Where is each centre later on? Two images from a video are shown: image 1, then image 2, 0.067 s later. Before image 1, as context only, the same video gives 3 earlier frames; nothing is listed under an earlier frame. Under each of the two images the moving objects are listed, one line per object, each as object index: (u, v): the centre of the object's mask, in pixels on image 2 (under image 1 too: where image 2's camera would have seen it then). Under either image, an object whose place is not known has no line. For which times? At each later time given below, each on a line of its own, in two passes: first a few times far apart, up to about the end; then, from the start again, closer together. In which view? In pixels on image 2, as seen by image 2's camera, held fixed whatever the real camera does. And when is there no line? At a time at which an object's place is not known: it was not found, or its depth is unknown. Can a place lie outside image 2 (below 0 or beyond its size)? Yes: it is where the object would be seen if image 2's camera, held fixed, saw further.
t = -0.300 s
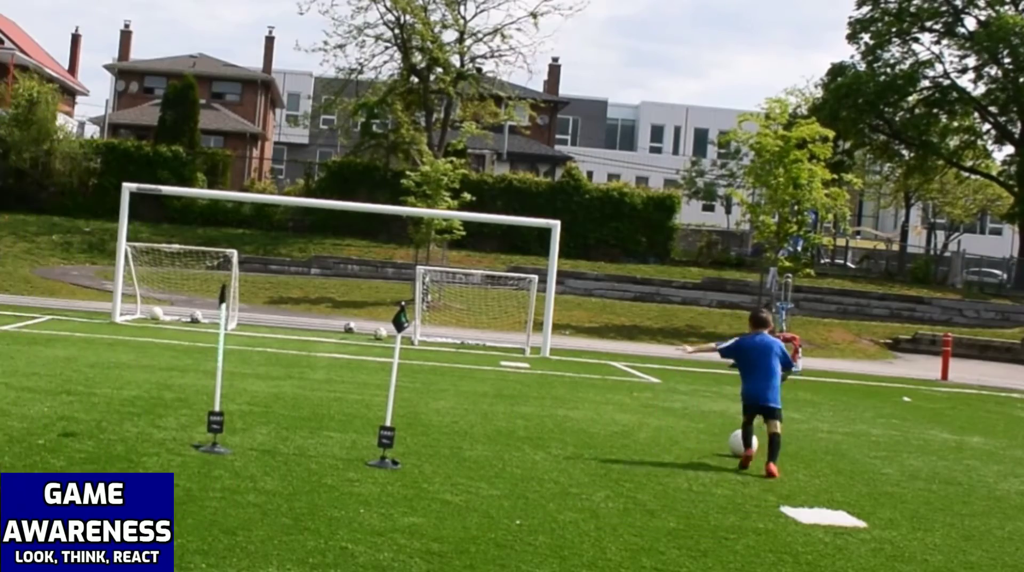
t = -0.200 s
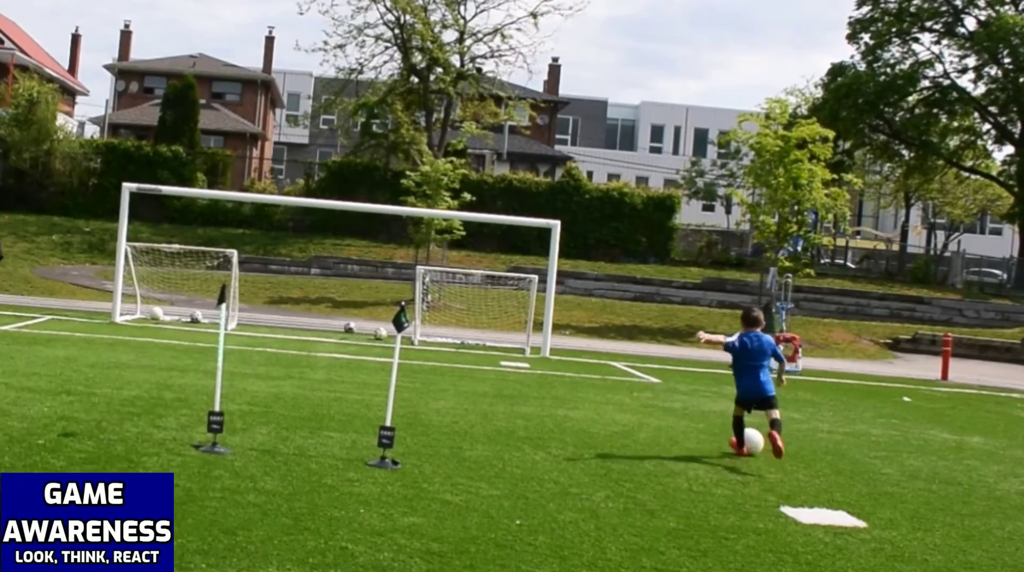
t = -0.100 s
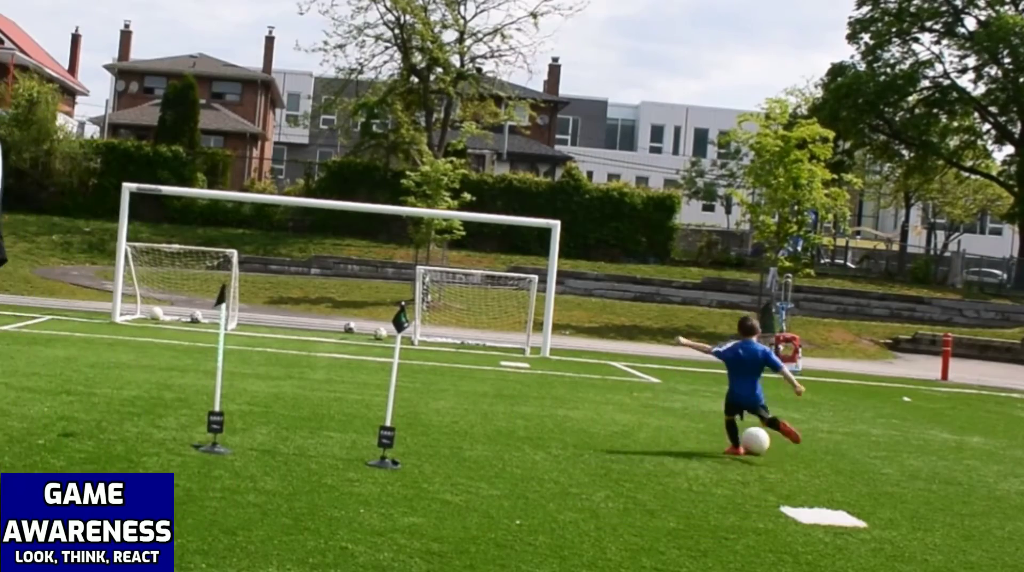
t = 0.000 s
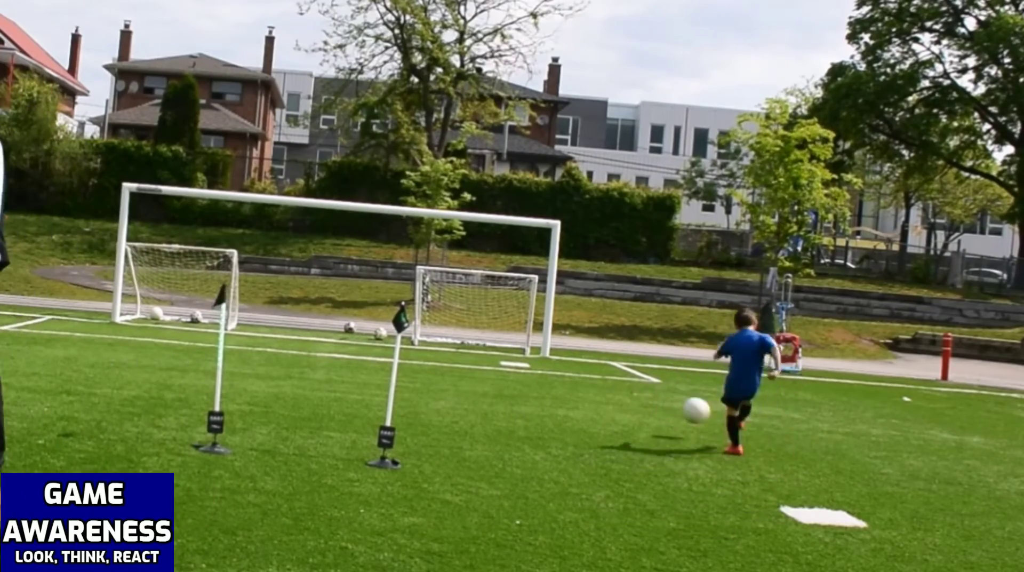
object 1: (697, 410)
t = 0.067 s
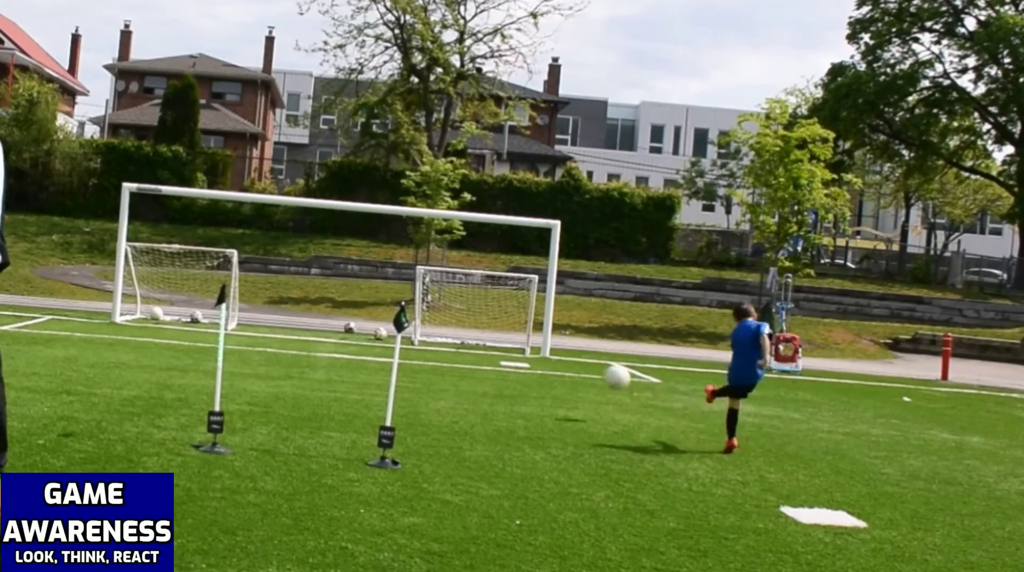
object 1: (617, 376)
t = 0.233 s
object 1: (457, 329)
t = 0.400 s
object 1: (333, 318)
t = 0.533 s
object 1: (254, 327)
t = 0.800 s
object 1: (148, 302)
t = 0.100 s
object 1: (582, 363)
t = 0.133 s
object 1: (548, 351)
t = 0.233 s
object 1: (457, 329)
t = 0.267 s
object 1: (429, 325)
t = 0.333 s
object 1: (379, 319)
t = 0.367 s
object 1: (356, 318)
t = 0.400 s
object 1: (333, 318)
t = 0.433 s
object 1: (312, 319)
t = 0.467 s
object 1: (292, 320)
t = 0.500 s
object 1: (273, 323)
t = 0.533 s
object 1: (254, 327)
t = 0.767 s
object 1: (158, 304)
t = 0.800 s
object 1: (148, 302)
